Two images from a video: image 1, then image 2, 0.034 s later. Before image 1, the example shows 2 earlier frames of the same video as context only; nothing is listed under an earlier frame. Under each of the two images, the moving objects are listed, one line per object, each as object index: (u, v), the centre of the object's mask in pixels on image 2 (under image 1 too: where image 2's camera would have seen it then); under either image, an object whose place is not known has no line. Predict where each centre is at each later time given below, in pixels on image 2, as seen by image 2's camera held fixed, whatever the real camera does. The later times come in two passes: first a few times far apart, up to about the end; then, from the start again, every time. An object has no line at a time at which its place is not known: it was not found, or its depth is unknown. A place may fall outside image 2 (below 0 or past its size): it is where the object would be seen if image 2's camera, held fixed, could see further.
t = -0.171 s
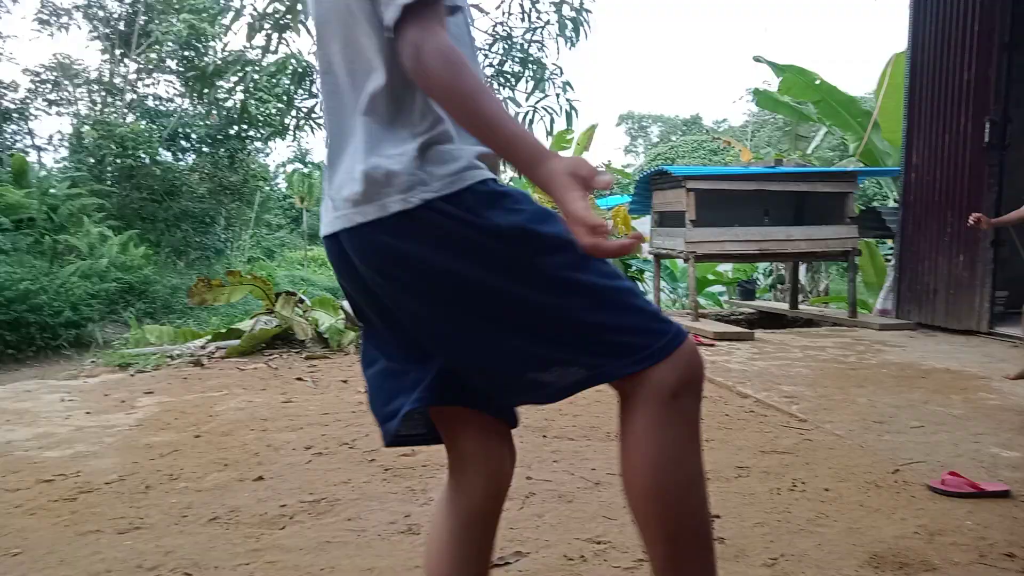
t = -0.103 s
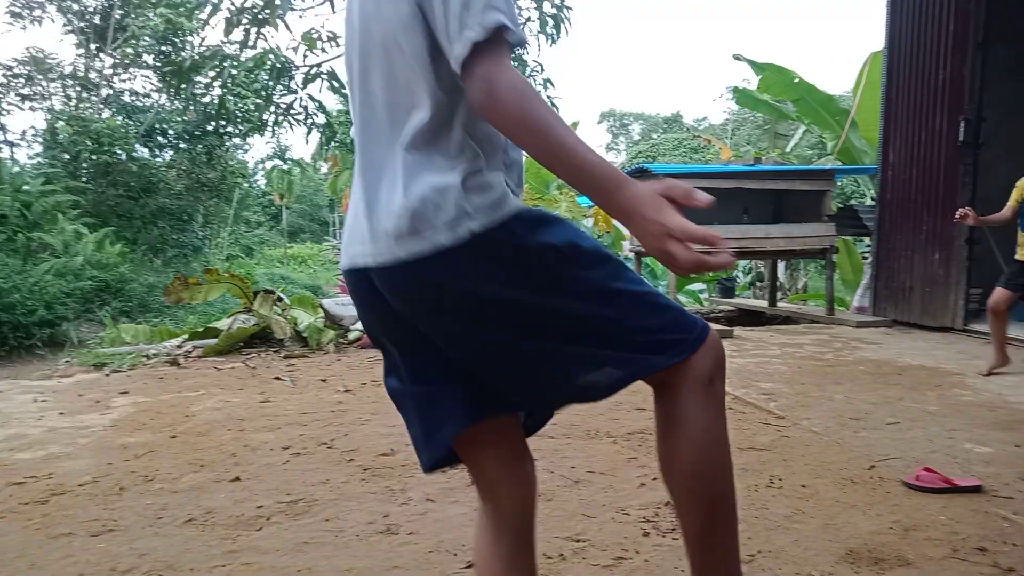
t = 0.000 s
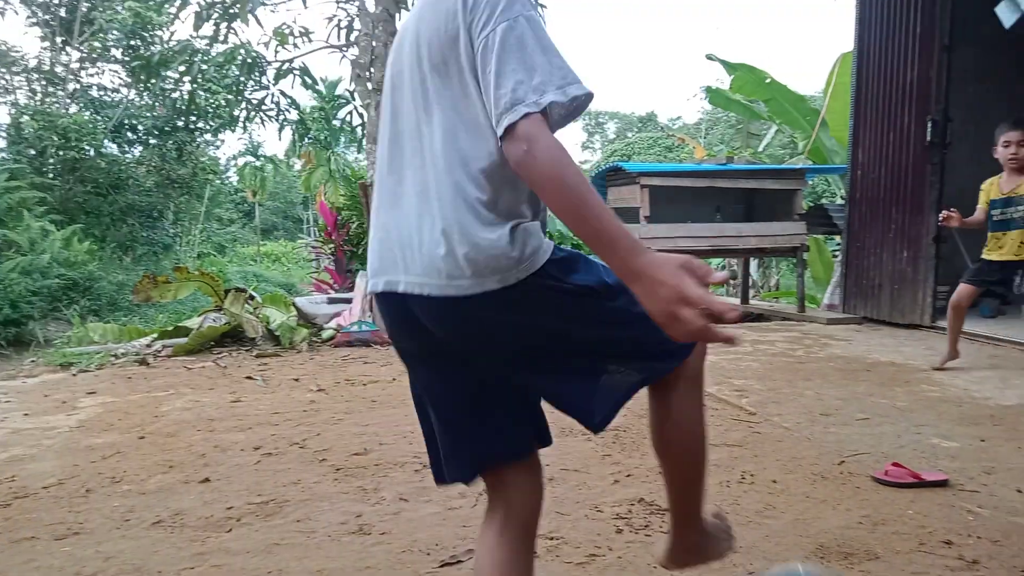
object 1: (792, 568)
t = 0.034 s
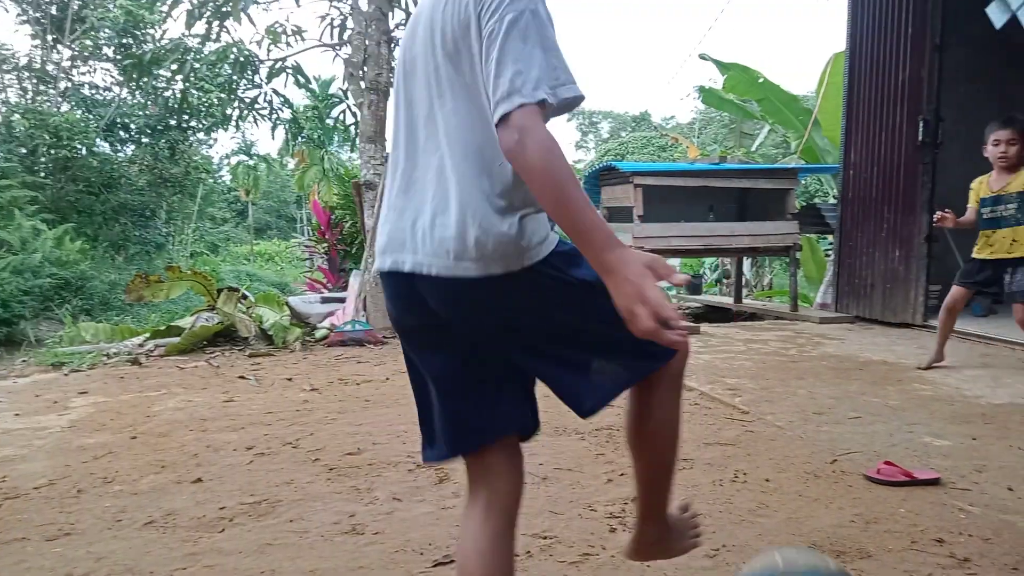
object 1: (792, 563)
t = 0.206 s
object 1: (799, 539)
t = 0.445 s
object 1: (813, 478)
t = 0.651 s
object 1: (828, 445)
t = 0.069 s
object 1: (794, 558)
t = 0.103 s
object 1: (796, 552)
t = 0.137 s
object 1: (797, 548)
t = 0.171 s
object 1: (798, 544)
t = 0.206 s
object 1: (799, 539)
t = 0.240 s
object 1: (800, 534)
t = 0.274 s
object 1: (801, 527)
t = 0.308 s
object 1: (801, 519)
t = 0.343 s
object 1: (803, 510)
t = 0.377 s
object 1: (805, 504)
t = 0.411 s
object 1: (810, 486)
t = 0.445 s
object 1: (813, 478)
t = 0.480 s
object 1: (816, 472)
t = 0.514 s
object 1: (819, 466)
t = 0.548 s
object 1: (821, 461)
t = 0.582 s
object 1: (824, 456)
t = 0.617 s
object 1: (826, 452)
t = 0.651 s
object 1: (828, 445)
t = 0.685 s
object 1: (830, 442)
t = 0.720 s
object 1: (833, 437)
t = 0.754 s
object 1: (835, 434)
